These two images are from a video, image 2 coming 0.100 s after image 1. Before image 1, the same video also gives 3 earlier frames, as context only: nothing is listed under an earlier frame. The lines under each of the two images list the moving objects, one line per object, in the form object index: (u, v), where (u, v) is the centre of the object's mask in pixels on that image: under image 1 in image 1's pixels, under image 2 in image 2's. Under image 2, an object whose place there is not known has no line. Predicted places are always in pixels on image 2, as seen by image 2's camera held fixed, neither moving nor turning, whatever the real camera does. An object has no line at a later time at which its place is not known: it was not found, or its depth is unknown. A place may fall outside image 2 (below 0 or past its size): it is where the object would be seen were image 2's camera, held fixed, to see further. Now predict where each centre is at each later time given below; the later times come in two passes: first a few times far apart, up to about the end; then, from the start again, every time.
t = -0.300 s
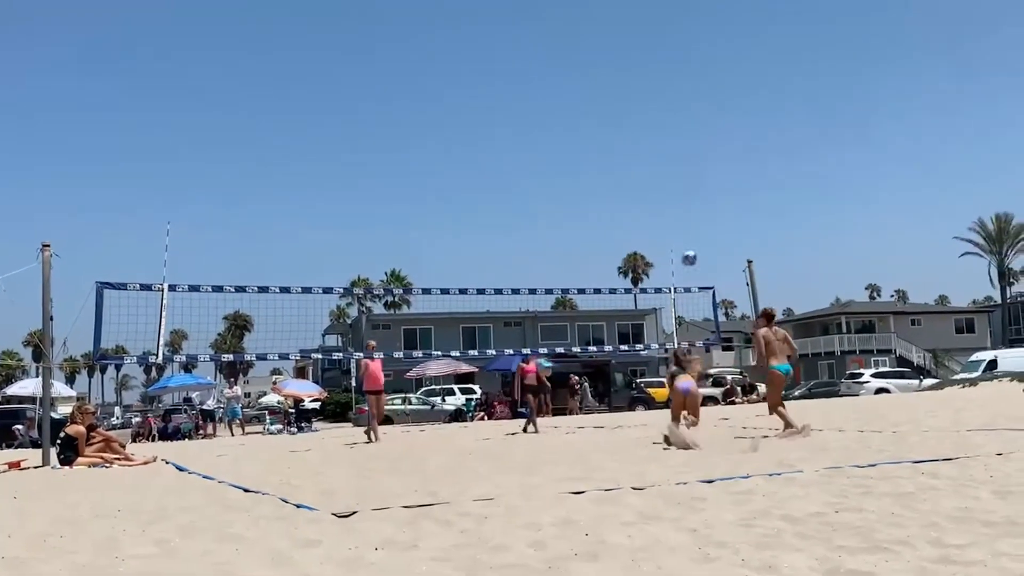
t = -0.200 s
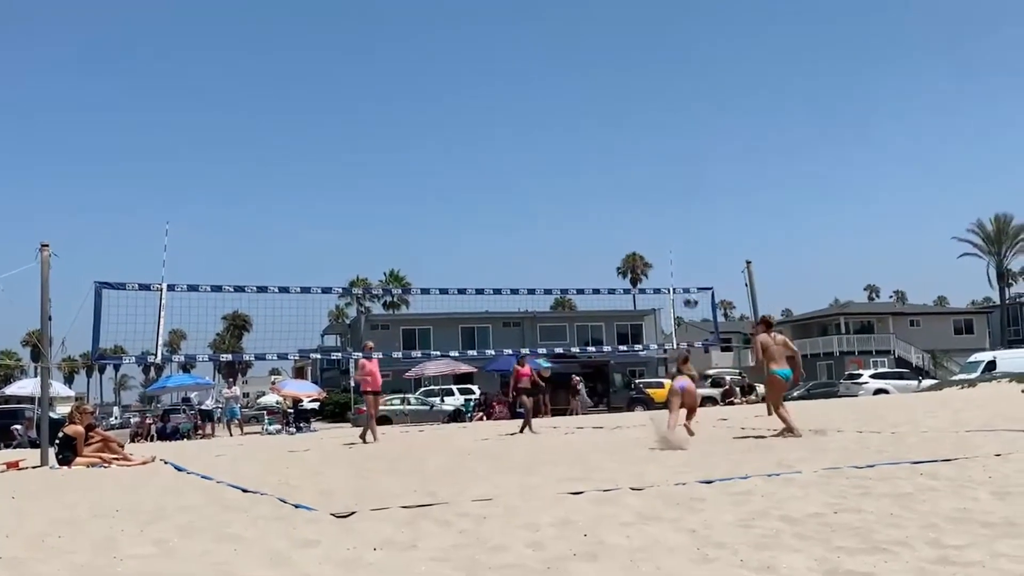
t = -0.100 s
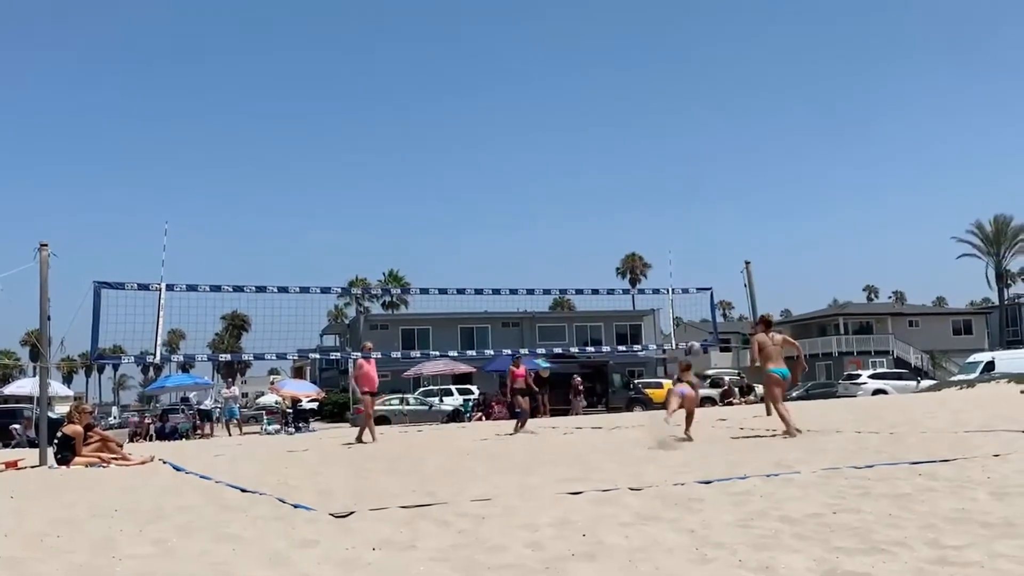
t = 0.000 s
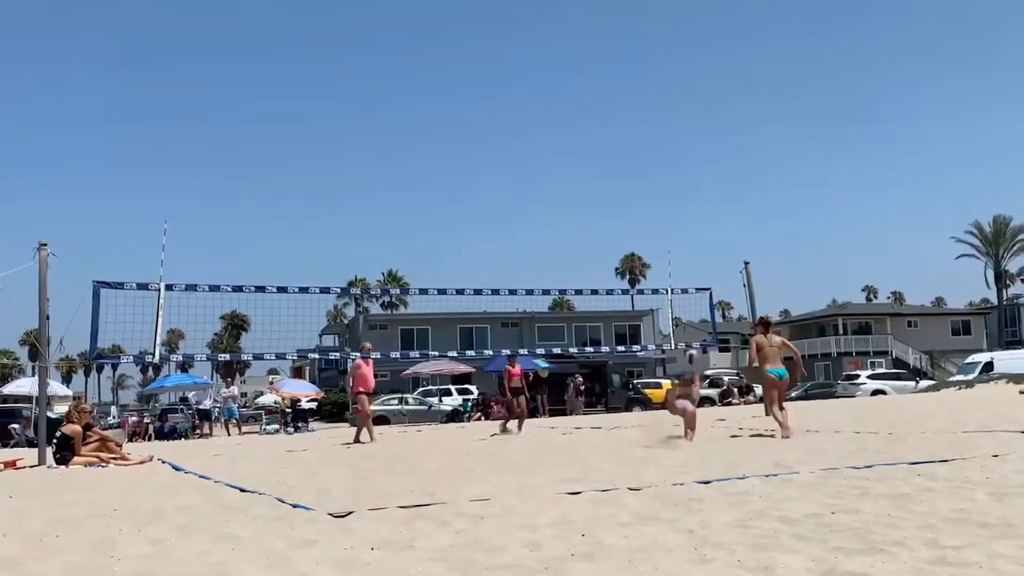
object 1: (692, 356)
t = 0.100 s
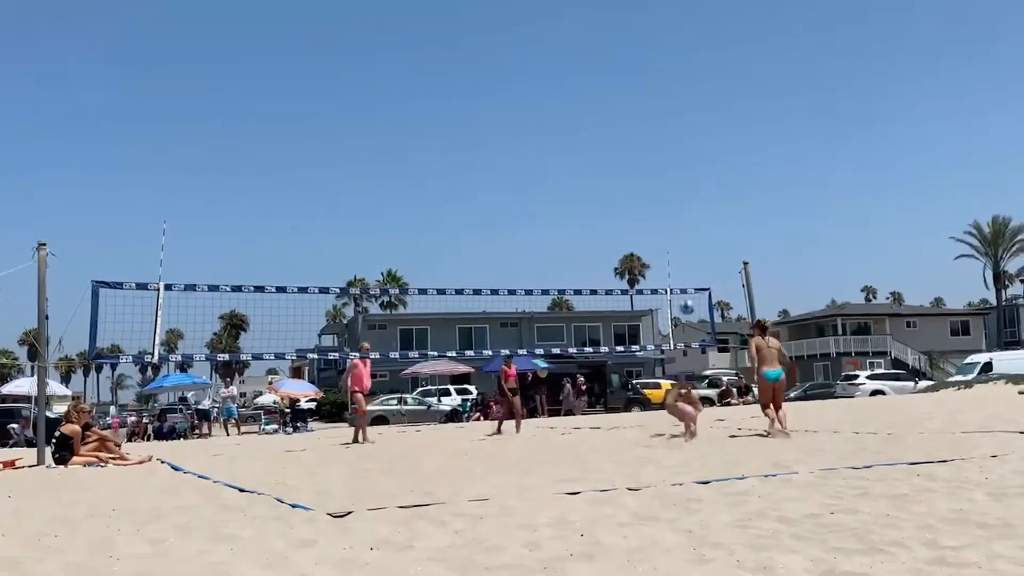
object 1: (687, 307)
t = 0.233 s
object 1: (683, 254)
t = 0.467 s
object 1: (680, 193)
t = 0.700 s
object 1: (683, 169)
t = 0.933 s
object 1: (689, 179)
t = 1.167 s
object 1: (700, 224)
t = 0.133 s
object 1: (686, 293)
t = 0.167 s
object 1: (684, 279)
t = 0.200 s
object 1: (684, 266)
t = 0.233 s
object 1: (683, 254)
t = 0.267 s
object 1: (682, 242)
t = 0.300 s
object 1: (681, 232)
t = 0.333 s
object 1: (681, 223)
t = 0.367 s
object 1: (680, 214)
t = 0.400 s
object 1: (680, 206)
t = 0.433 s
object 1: (681, 199)
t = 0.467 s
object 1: (680, 193)
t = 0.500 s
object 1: (681, 187)
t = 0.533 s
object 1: (681, 182)
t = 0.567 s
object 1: (681, 177)
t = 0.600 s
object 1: (681, 175)
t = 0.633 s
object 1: (682, 172)
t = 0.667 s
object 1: (683, 170)
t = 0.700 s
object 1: (683, 169)
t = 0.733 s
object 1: (684, 169)
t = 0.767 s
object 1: (685, 168)
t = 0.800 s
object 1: (686, 169)
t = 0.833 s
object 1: (686, 171)
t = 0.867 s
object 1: (687, 173)
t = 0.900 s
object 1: (689, 176)
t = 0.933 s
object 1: (689, 179)
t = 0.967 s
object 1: (691, 184)
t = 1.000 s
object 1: (692, 189)
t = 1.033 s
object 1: (694, 194)
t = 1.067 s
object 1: (695, 201)
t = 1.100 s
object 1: (696, 208)
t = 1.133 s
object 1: (698, 215)
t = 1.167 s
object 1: (700, 224)
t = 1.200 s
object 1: (702, 232)
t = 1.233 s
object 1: (703, 242)
